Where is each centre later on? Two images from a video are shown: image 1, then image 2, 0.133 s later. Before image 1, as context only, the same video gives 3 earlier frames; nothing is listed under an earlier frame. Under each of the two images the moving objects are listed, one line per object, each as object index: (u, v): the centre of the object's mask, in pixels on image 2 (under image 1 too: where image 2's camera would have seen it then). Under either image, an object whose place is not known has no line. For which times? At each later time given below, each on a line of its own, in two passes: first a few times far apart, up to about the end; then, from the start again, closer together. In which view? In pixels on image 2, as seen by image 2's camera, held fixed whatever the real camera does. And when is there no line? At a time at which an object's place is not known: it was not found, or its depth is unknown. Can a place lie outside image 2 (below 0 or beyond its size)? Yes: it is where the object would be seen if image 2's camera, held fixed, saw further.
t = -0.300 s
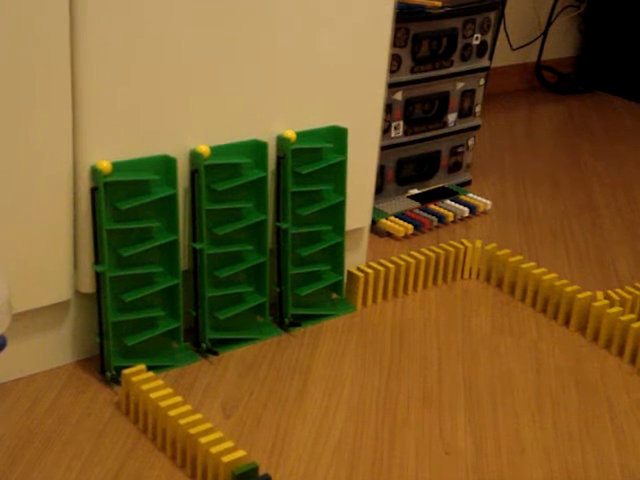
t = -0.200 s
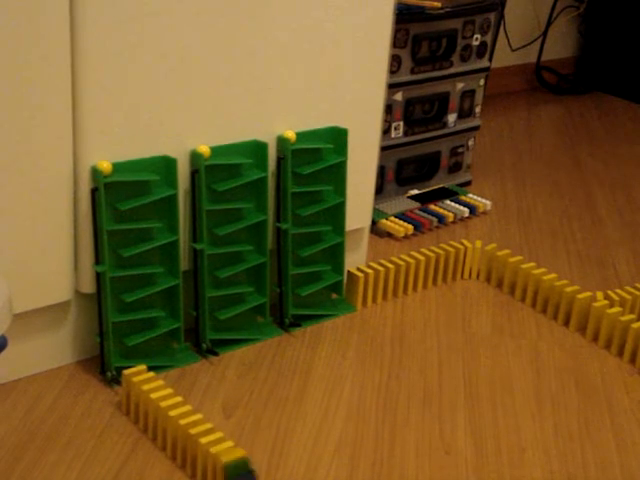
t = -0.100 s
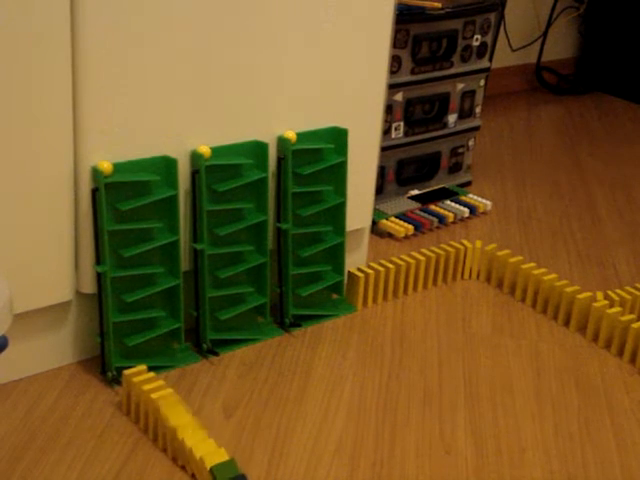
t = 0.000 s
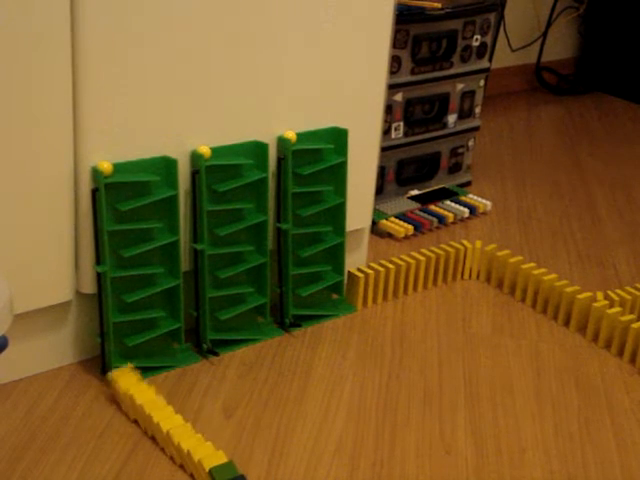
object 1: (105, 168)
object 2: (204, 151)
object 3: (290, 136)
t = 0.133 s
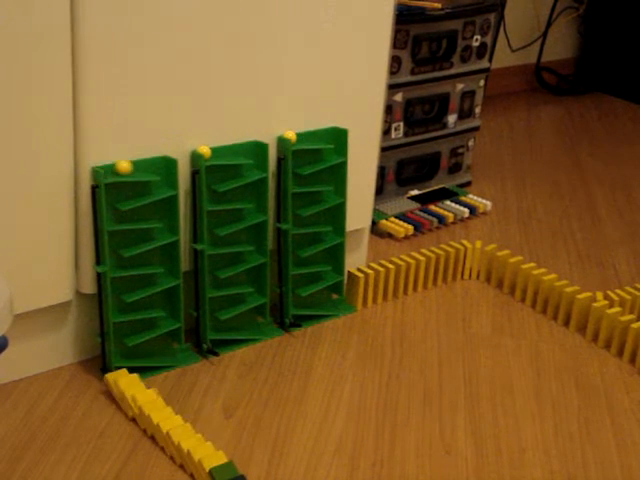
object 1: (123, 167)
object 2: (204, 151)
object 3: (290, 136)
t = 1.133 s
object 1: (151, 214)
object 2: (204, 151)
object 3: (290, 136)
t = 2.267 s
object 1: (165, 274)
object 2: (204, 151)
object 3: (290, 136)
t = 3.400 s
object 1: (156, 322)
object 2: (204, 151)
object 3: (290, 136)
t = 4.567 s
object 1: (175, 353)
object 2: (240, 171)
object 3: (290, 136)
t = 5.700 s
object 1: (176, 353)
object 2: (217, 223)
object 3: (290, 136)
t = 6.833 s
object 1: (178, 353)
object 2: (212, 283)
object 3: (290, 136)
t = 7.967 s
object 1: (176, 353)
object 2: (263, 325)
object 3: (290, 135)
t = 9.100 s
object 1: (177, 353)
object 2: (262, 326)
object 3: (293, 180)
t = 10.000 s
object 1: (177, 353)
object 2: (260, 327)
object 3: (300, 204)
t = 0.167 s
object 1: (131, 167)
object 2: (204, 151)
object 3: (290, 136)
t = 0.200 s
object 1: (138, 167)
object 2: (204, 151)
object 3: (290, 136)
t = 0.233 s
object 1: (147, 167)
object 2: (204, 151)
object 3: (290, 136)
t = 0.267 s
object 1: (156, 167)
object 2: (204, 151)
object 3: (290, 136)
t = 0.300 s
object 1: (162, 174)
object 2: (204, 151)
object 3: (290, 136)
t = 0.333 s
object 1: (160, 183)
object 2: (204, 151)
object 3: (290, 136)
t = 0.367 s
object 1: (160, 184)
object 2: (204, 151)
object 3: (290, 136)
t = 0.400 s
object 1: (160, 184)
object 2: (204, 151)
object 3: (290, 136)
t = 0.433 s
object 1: (160, 184)
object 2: (204, 151)
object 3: (290, 136)
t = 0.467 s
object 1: (157, 185)
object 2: (204, 151)
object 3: (290, 136)
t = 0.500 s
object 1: (155, 186)
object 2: (204, 151)
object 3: (290, 136)
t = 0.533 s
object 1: (152, 187)
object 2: (204, 151)
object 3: (290, 136)
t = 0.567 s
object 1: (148, 188)
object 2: (204, 151)
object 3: (290, 136)
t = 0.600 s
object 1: (144, 189)
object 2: (204, 151)
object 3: (290, 136)
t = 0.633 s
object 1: (139, 190)
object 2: (204, 151)
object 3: (290, 136)
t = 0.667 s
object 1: (133, 192)
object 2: (204, 151)
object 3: (290, 136)
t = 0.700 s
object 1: (127, 194)
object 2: (204, 151)
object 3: (290, 136)
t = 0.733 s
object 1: (119, 197)
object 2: (204, 151)
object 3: (290, 136)
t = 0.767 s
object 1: (111, 200)
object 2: (204, 151)
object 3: (290, 136)
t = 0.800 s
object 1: (111, 211)
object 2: (204, 151)
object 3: (290, 136)
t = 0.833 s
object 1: (112, 215)
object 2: (204, 151)
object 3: (290, 136)
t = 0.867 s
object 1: (113, 216)
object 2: (204, 151)
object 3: (290, 136)
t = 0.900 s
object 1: (115, 216)
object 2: (204, 151)
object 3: (290, 136)
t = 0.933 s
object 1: (118, 216)
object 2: (204, 151)
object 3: (290, 136)
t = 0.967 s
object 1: (122, 216)
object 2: (204, 151)
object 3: (290, 136)
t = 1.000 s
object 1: (126, 216)
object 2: (204, 151)
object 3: (290, 136)
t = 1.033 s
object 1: (132, 216)
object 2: (204, 151)
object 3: (290, 136)
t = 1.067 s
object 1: (137, 215)
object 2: (204, 151)
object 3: (290, 136)
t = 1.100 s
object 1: (144, 214)
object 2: (204, 151)
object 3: (290, 136)
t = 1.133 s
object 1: (151, 214)
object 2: (204, 151)
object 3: (290, 136)
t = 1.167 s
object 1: (158, 214)
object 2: (204, 151)
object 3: (290, 136)
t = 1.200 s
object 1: (165, 220)
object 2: (204, 151)
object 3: (290, 136)
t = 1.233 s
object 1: (162, 229)
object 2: (204, 151)
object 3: (290, 136)
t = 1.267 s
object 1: (162, 230)
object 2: (204, 151)
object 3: (290, 136)
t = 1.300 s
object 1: (161, 231)
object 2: (204, 151)
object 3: (290, 136)
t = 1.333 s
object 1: (160, 231)
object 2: (203, 151)
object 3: (290, 136)
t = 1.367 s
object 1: (158, 232)
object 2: (204, 151)
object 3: (290, 136)
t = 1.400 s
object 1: (155, 233)
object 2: (204, 151)
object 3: (290, 136)
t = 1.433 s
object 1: (151, 234)
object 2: (204, 151)
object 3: (290, 136)
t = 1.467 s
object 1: (148, 235)
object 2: (204, 151)
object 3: (290, 136)
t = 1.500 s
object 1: (143, 237)
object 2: (204, 151)
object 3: (290, 136)
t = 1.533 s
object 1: (137, 238)
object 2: (204, 151)
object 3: (290, 136)
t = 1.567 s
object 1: (131, 240)
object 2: (204, 151)
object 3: (290, 136)
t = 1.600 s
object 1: (124, 242)
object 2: (204, 151)
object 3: (290, 136)
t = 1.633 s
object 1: (117, 246)
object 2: (203, 151)
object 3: (290, 136)
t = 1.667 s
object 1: (113, 255)
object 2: (203, 151)
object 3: (290, 136)
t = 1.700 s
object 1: (115, 262)
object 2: (203, 151)
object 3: (290, 136)
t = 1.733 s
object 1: (115, 262)
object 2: (203, 151)
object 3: (290, 136)
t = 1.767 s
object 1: (116, 263)
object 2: (203, 151)
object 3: (290, 136)
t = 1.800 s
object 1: (117, 262)
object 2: (203, 151)
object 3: (290, 136)
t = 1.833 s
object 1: (119, 262)
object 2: (203, 151)
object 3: (290, 136)
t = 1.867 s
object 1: (122, 262)
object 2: (203, 151)
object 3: (290, 136)
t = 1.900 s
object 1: (125, 262)
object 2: (203, 151)
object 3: (290, 136)
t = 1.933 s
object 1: (128, 262)
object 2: (203, 151)
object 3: (290, 136)
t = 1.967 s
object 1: (133, 262)
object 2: (203, 151)
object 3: (290, 136)
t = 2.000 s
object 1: (137, 261)
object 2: (203, 151)
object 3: (290, 136)
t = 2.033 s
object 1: (143, 261)
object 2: (203, 151)
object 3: (290, 136)
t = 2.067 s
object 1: (149, 260)
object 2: (203, 151)
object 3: (290, 136)
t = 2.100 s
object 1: (155, 259)
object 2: (204, 151)
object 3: (290, 136)
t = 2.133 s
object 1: (162, 259)
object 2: (204, 151)
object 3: (290, 136)
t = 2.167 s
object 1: (166, 268)
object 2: (204, 151)
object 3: (290, 136)
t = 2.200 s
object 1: (165, 273)
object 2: (204, 151)
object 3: (290, 136)
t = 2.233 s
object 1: (165, 273)
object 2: (204, 151)
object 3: (290, 136)
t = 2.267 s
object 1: (165, 274)
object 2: (204, 151)
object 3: (290, 136)
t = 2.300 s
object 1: (164, 274)
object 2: (204, 151)
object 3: (290, 136)
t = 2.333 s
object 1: (163, 275)
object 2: (204, 151)
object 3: (290, 136)
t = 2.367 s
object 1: (161, 276)
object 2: (204, 151)
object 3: (290, 136)
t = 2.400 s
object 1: (158, 277)
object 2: (204, 151)
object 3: (290, 136)
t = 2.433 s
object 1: (156, 278)
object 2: (204, 151)
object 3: (290, 136)
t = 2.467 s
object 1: (151, 280)
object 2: (204, 151)
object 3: (290, 136)
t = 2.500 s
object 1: (146, 281)
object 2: (204, 151)
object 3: (290, 136)
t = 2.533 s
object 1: (141, 282)
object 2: (204, 151)
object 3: (290, 136)
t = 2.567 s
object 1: (135, 285)
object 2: (204, 151)
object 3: (290, 136)
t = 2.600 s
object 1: (128, 287)
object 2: (204, 151)
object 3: (290, 136)
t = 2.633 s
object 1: (121, 290)
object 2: (204, 151)
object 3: (290, 136)
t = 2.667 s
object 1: (116, 297)
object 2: (204, 151)
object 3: (290, 136)
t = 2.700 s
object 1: (117, 306)
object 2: (204, 151)
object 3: (290, 136)
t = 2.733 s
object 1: (117, 306)
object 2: (204, 151)
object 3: (290, 136)
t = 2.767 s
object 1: (118, 307)
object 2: (204, 151)
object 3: (290, 136)
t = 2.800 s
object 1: (119, 307)
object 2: (204, 151)
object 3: (290, 136)
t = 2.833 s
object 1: (121, 307)
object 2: (204, 151)
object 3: (290, 136)
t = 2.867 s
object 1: (123, 307)
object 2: (204, 151)
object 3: (290, 136)
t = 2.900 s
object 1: (126, 307)
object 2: (204, 151)
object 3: (290, 136)
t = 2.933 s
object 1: (131, 307)
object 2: (204, 151)
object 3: (290, 136)
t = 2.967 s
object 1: (136, 306)
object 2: (204, 151)
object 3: (290, 136)
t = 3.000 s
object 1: (141, 305)
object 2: (204, 151)
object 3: (290, 136)
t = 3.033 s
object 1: (147, 304)
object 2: (204, 151)
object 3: (290, 136)
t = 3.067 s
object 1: (153, 303)
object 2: (204, 151)
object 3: (290, 136)
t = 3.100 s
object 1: (160, 303)
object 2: (204, 151)
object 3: (290, 136)
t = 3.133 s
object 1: (166, 305)
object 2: (204, 151)
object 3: (290, 136)
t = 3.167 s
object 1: (166, 315)
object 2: (204, 151)
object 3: (290, 136)
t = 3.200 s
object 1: (166, 316)
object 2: (204, 151)
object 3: (290, 136)
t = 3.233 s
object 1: (166, 317)
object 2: (204, 151)
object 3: (290, 136)
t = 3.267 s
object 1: (165, 317)
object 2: (204, 151)
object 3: (290, 136)
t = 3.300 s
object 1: (164, 319)
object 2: (204, 151)
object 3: (290, 136)
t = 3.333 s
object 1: (162, 320)
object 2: (204, 151)
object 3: (290, 136)
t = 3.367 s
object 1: (159, 320)
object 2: (204, 151)
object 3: (290, 136)
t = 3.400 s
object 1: (156, 322)
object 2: (204, 151)
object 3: (290, 136)
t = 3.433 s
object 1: (151, 324)
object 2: (204, 151)
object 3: (290, 136)
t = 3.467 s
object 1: (146, 325)
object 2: (204, 151)
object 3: (290, 136)
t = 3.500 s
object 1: (141, 327)
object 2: (204, 151)
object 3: (290, 136)
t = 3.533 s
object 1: (134, 329)
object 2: (204, 151)
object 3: (290, 136)
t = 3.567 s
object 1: (127, 332)
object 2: (204, 151)
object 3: (290, 136)
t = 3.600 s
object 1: (120, 336)
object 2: (204, 151)
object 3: (290, 136)
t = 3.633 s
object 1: (118, 347)
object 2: (204, 151)
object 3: (290, 136)
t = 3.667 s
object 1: (124, 350)
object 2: (204, 151)
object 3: (290, 136)
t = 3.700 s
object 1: (133, 352)
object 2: (204, 151)
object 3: (290, 136)
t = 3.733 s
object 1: (142, 353)
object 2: (204, 151)
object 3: (290, 136)
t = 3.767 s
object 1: (151, 353)
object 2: (204, 151)
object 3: (290, 136)
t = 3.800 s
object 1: (162, 353)
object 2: (204, 151)
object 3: (290, 136)
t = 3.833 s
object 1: (174, 352)
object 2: (204, 151)
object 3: (290, 136)
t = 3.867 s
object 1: (186, 349)
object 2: (204, 151)
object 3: (290, 136)
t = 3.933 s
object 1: (181, 351)
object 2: (205, 152)
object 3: (290, 136)
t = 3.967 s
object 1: (177, 352)
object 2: (206, 151)
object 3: (290, 136)
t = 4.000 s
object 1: (175, 353)
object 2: (207, 151)
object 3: (290, 136)
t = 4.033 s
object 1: (175, 353)
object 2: (207, 151)
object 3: (290, 136)
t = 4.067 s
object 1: (175, 353)
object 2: (209, 151)
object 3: (290, 136)
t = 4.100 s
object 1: (177, 353)
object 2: (212, 152)
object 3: (290, 136)
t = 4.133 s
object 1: (180, 352)
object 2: (215, 152)
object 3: (290, 136)
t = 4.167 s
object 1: (181, 351)
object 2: (219, 152)
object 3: (290, 136)
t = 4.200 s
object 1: (182, 351)
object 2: (224, 151)
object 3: (290, 136)
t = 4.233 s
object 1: (183, 350)
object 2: (229, 151)
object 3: (290, 136)
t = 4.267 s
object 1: (184, 350)
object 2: (235, 151)
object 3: (290, 136)
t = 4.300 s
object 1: (184, 350)
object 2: (242, 151)
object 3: (290, 136)
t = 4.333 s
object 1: (184, 350)
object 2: (248, 151)
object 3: (290, 136)
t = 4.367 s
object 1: (184, 350)
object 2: (254, 158)
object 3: (290, 136)
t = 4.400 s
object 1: (183, 350)
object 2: (253, 163)
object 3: (290, 136)
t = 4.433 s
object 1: (182, 351)
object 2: (253, 164)
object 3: (290, 136)
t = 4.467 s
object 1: (181, 351)
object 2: (250, 167)
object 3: (290, 136)
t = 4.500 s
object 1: (179, 352)
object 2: (247, 169)
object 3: (290, 136)
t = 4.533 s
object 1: (177, 353)
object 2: (244, 170)
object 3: (290, 136)
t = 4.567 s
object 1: (175, 353)
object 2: (240, 171)
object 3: (290, 136)
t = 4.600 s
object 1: (174, 353)
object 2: (235, 173)
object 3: (290, 136)
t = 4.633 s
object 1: (175, 353)
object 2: (230, 174)
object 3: (290, 136)
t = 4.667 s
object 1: (177, 352)
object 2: (224, 176)
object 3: (290, 136)
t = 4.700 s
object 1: (179, 352)
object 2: (218, 178)
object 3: (290, 136)
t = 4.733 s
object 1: (181, 352)
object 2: (211, 181)
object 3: (290, 136)
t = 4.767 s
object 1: (181, 351)
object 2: (209, 191)
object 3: (290, 136)
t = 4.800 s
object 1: (182, 351)
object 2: (210, 196)
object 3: (290, 136)
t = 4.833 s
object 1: (182, 352)
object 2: (210, 197)
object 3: (290, 136)
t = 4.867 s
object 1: (181, 352)
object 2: (210, 197)
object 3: (290, 136)
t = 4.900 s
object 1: (181, 353)
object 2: (211, 197)
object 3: (290, 136)
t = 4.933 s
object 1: (180, 354)
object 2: (212, 197)
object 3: (290, 136)
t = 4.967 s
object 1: (178, 354)
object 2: (215, 197)
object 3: (290, 136)
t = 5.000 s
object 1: (177, 354)
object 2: (218, 197)
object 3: (290, 136)
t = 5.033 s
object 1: (178, 353)
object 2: (221, 197)
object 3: (290, 136)
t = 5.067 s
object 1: (179, 353)
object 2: (226, 197)
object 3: (290, 136)
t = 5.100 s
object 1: (180, 352)
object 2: (230, 197)
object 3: (290, 136)
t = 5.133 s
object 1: (180, 352)
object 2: (236, 196)
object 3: (290, 136)
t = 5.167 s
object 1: (180, 352)
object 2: (241, 196)
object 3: (290, 136)
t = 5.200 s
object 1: (180, 352)
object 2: (247, 195)
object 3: (290, 136)
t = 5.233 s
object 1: (179, 352)
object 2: (253, 199)
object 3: (290, 136)
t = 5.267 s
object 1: (178, 352)
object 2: (253, 208)
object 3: (290, 136)
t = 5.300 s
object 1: (177, 353)
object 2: (253, 209)
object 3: (290, 136)
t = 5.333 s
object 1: (176, 353)
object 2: (252, 210)
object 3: (290, 136)
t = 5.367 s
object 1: (176, 353)
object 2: (252, 210)
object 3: (290, 136)
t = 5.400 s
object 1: (178, 353)
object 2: (251, 211)
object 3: (290, 136)
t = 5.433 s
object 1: (179, 353)
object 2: (249, 212)
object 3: (290, 136)
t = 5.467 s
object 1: (180, 352)
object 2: (247, 213)
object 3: (290, 136)
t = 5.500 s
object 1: (180, 352)
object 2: (245, 213)
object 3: (290, 136)
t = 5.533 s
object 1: (180, 352)
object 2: (241, 215)
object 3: (290, 136)
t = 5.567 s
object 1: (180, 352)
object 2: (238, 215)
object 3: (290, 136)
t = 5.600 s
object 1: (178, 353)
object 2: (233, 217)
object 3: (290, 136)
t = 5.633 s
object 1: (177, 353)
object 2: (229, 218)
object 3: (290, 136)
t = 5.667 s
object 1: (176, 353)
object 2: (223, 221)
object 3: (290, 136)
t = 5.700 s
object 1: (176, 353)
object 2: (217, 223)
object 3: (290, 136)
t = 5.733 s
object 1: (177, 353)
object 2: (212, 226)
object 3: (290, 136)
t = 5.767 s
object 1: (177, 352)
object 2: (210, 238)
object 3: (290, 136)
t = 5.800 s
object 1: (178, 352)
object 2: (211, 239)
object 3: (290, 136)
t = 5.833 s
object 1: (179, 352)
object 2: (210, 241)
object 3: (290, 136)
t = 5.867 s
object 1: (179, 352)
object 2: (210, 241)
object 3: (290, 136)
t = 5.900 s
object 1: (179, 352)
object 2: (211, 241)
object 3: (290, 136)
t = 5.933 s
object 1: (179, 353)
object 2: (212, 241)
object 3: (290, 136)
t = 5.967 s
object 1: (178, 353)
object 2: (213, 241)
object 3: (290, 136)
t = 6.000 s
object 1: (177, 353)
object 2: (215, 241)
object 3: (290, 136)
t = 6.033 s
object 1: (177, 353)
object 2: (219, 241)
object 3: (290, 136)
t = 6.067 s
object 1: (178, 353)
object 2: (223, 241)
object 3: (290, 136)
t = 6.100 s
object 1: (179, 353)
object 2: (227, 240)
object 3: (290, 136)
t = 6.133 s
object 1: (179, 353)
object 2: (232, 240)
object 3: (290, 136)
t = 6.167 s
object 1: (179, 353)
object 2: (237, 239)
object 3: (290, 136)
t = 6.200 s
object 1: (179, 352)
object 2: (243, 238)
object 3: (290, 136)
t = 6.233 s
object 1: (178, 352)
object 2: (249, 238)
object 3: (290, 136)
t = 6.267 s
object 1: (178, 352)
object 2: (255, 242)
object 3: (290, 136)
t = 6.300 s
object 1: (177, 353)
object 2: (253, 251)
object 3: (290, 136)
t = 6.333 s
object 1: (176, 353)
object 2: (252, 251)
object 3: (290, 136)
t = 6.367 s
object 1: (176, 353)
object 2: (252, 253)
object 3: (290, 136)
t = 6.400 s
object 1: (176, 353)
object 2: (251, 253)
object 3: (290, 136)
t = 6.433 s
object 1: (177, 353)
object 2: (249, 254)
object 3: (290, 136)
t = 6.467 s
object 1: (177, 353)
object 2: (246, 255)
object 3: (290, 136)
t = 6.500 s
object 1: (178, 353)
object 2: (243, 257)
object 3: (290, 136)
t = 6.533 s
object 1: (178, 353)
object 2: (239, 258)
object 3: (290, 136)
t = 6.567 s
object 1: (177, 353)
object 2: (235, 259)
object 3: (290, 136)
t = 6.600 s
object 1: (177, 353)
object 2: (230, 261)
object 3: (290, 136)
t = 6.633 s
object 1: (178, 353)
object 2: (225, 263)
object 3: (290, 136)
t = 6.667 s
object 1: (178, 353)
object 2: (219, 265)
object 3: (290, 136)
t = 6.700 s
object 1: (178, 353)
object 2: (213, 268)
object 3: (290, 136)
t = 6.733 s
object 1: (178, 353)
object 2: (211, 278)
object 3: (290, 136)
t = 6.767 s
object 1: (177, 354)
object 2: (212, 282)
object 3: (290, 136)
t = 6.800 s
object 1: (178, 353)
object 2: (212, 282)
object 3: (290, 136)
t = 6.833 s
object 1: (178, 353)
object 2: (212, 283)
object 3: (290, 136)
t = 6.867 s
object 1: (178, 353)
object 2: (212, 283)
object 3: (290, 136)
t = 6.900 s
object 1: (178, 353)
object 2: (212, 283)
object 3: (290, 136)
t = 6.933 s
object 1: (177, 353)
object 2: (214, 283)
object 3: (290, 136)
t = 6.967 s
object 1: (177, 353)
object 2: (215, 283)
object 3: (290, 136)
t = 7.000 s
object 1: (177, 353)
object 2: (218, 283)
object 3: (290, 136)
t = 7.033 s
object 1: (177, 353)
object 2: (222, 283)
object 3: (290, 136)
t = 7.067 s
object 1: (177, 353)
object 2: (226, 282)
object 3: (290, 136)
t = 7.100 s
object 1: (177, 353)
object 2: (231, 282)
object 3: (290, 136)
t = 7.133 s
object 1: (176, 353)
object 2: (236, 280)
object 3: (290, 136)
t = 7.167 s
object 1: (176, 353)
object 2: (242, 279)
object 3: (290, 136)
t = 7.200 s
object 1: (176, 353)
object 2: (247, 279)
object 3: (290, 136)
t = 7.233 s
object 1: (176, 353)
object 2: (253, 281)
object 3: (290, 136)
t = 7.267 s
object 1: (177, 353)
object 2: (254, 289)
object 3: (290, 136)
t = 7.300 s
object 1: (177, 353)
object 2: (253, 293)
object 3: (290, 136)
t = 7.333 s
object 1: (177, 353)
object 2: (252, 293)
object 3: (290, 136)
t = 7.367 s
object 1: (177, 353)
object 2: (252, 294)
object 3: (290, 136)
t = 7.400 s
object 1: (177, 353)
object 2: (251, 294)
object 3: (290, 136)
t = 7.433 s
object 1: (177, 353)
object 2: (249, 295)
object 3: (290, 136)
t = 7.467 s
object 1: (176, 353)
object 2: (248, 296)
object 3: (290, 136)
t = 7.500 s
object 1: (176, 353)
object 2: (245, 297)
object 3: (290, 136)
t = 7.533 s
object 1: (176, 353)
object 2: (242, 298)
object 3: (290, 135)
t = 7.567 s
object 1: (176, 353)
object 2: (239, 299)
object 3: (290, 136)
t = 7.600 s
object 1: (176, 353)
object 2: (235, 301)
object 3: (290, 136)
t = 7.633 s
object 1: (176, 353)
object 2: (230, 303)
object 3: (290, 136)
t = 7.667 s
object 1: (176, 353)
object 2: (225, 305)
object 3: (290, 136)
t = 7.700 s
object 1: (176, 353)
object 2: (219, 307)
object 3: (290, 136)
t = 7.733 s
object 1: (177, 353)
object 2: (214, 311)
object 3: (290, 136)
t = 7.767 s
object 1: (177, 353)
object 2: (212, 322)
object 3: (290, 136)
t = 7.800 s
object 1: (176, 353)
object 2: (216, 324)
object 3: (290, 135)
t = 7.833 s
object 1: (177, 353)
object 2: (224, 326)
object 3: (290, 135)
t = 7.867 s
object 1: (177, 353)
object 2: (233, 326)
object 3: (290, 135)
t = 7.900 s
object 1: (177, 353)
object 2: (243, 326)
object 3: (290, 135)
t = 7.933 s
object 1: (177, 353)
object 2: (253, 326)
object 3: (290, 135)
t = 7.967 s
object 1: (176, 353)
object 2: (263, 325)
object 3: (290, 135)
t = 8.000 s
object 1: (177, 353)
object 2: (273, 322)
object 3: (290, 135)
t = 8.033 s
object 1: (176, 353)
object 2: (273, 322)
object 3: (290, 135)
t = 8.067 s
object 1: (176, 353)
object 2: (272, 323)
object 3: (290, 135)
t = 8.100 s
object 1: (177, 353)
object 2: (272, 323)
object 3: (291, 136)
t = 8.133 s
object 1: (177, 353)
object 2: (273, 323)
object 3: (292, 136)
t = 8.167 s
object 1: (177, 353)
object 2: (273, 323)
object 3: (292, 136)
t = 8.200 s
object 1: (177, 353)
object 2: (273, 323)
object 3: (293, 136)
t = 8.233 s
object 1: (177, 353)
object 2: (272, 323)
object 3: (295, 136)
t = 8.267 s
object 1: (177, 353)
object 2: (272, 324)
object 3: (298, 136)
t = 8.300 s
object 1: (177, 353)
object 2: (271, 324)
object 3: (301, 136)
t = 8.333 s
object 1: (177, 353)
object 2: (270, 324)
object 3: (305, 136)
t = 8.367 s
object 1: (177, 353)
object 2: (268, 324)
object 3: (309, 136)
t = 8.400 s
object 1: (177, 353)
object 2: (267, 325)
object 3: (314, 136)
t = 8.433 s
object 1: (177, 353)
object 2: (266, 325)
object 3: (319, 136)
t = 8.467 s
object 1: (176, 353)
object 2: (263, 326)
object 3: (326, 136)
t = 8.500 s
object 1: (177, 353)
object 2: (261, 327)
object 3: (331, 138)
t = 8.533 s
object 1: (177, 353)
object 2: (259, 327)
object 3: (333, 147)
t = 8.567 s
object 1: (176, 353)
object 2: (259, 327)
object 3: (332, 148)
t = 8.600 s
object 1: (177, 353)
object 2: (259, 327)
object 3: (332, 150)
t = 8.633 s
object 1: (177, 353)
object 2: (261, 326)
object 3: (332, 151)
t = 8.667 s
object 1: (177, 353)
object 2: (263, 326)
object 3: (331, 152)
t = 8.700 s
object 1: (177, 353)
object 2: (264, 325)
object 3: (329, 152)
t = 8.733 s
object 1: (177, 353)
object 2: (265, 325)
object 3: (327, 154)
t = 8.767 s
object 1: (177, 353)
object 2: (266, 325)
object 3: (324, 154)
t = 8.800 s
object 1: (177, 353)
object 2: (266, 325)
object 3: (320, 156)
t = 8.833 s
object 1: (177, 353)
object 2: (267, 325)
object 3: (316, 157)
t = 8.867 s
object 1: (177, 353)
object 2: (267, 325)
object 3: (312, 158)
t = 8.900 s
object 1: (177, 353)
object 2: (267, 325)
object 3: (307, 160)
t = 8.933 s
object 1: (177, 353)
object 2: (267, 325)
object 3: (301, 162)
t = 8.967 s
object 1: (177, 353)
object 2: (266, 325)
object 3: (295, 165)
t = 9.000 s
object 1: (177, 353)
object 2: (266, 325)
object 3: (294, 174)
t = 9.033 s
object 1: (177, 353)
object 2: (265, 325)
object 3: (294, 178)
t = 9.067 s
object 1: (177, 353)
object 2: (263, 325)
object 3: (294, 179)
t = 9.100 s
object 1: (177, 353)
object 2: (262, 326)
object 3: (293, 180)
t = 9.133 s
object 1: (177, 353)
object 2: (260, 327)
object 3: (293, 180)
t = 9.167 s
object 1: (177, 353)
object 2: (260, 327)
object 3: (293, 180)
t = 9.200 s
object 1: (177, 353)
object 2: (260, 327)
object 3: (294, 180)
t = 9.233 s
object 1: (177, 353)
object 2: (260, 326)
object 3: (294, 179)
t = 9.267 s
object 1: (177, 353)
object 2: (262, 326)
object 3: (295, 180)
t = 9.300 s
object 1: (177, 353)
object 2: (263, 326)
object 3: (296, 180)
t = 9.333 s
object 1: (177, 353)
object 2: (263, 326)
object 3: (298, 180)
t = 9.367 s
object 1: (177, 353)
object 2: (263, 325)
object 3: (302, 180)
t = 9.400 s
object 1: (177, 353)
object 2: (263, 326)
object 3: (306, 180)
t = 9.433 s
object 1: (177, 353)
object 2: (264, 326)
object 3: (310, 180)
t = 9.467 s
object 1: (177, 353)
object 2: (263, 326)
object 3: (315, 179)
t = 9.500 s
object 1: (177, 353)
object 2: (263, 326)
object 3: (319, 178)
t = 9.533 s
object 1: (177, 353)
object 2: (262, 327)
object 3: (325, 178)
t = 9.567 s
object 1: (177, 353)
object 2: (261, 327)
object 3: (331, 180)
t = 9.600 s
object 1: (177, 353)
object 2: (261, 327)
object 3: (332, 189)
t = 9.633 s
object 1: (177, 353)
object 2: (261, 327)
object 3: (330, 193)
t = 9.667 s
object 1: (177, 353)
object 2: (262, 326)
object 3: (330, 193)
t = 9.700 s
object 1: (177, 353)
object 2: (262, 326)
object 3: (329, 194)
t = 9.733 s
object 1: (177, 353)
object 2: (262, 326)
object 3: (328, 194)
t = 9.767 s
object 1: (177, 353)
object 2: (262, 326)
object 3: (327, 195)
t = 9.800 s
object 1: (177, 353)
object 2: (263, 326)
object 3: (324, 196)
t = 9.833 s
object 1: (177, 353)
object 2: (263, 326)
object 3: (322, 197)
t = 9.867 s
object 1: (177, 353)
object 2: (263, 326)
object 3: (318, 198)
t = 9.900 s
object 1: (177, 353)
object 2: (263, 326)
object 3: (315, 198)
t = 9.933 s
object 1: (177, 353)
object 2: (262, 326)
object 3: (310, 200)
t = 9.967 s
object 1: (177, 353)
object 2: (261, 326)
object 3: (306, 202)
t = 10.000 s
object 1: (177, 353)
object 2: (260, 327)
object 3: (300, 204)
